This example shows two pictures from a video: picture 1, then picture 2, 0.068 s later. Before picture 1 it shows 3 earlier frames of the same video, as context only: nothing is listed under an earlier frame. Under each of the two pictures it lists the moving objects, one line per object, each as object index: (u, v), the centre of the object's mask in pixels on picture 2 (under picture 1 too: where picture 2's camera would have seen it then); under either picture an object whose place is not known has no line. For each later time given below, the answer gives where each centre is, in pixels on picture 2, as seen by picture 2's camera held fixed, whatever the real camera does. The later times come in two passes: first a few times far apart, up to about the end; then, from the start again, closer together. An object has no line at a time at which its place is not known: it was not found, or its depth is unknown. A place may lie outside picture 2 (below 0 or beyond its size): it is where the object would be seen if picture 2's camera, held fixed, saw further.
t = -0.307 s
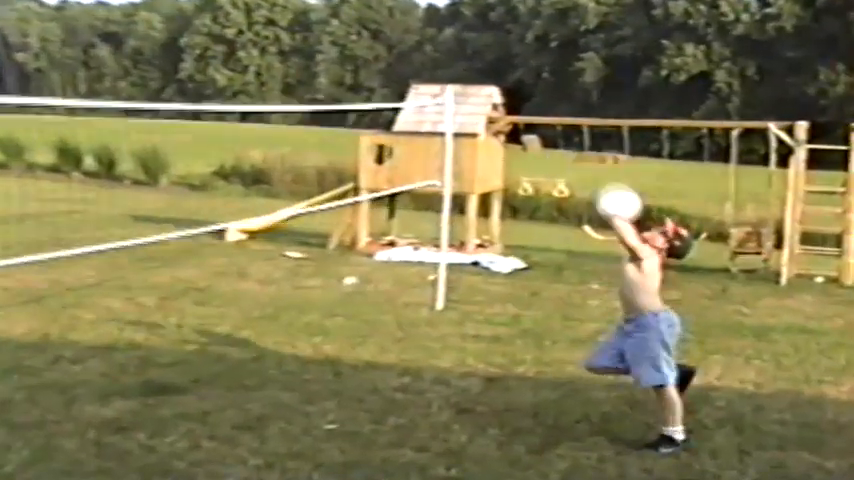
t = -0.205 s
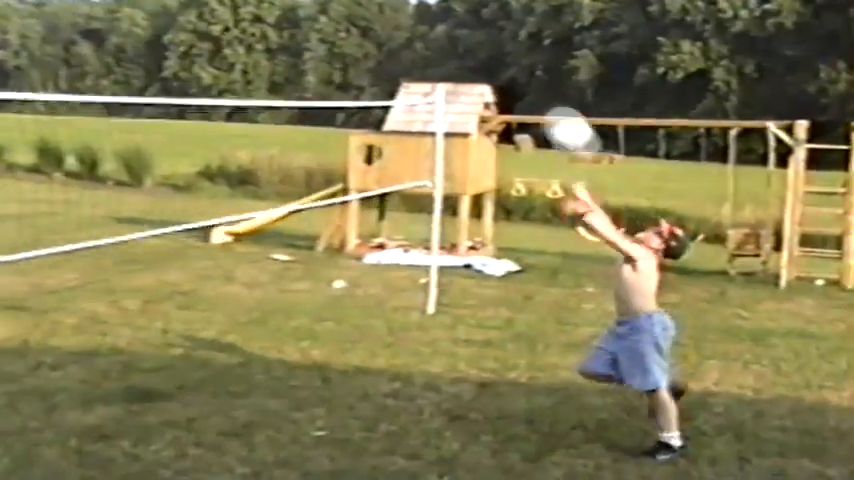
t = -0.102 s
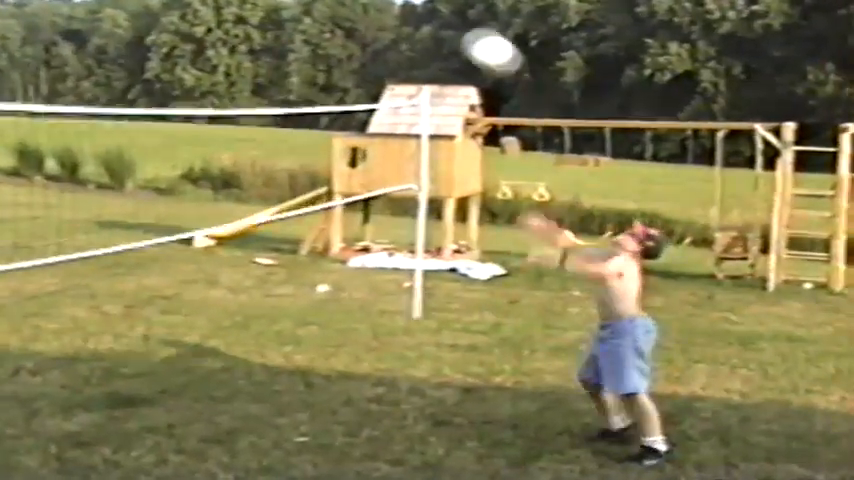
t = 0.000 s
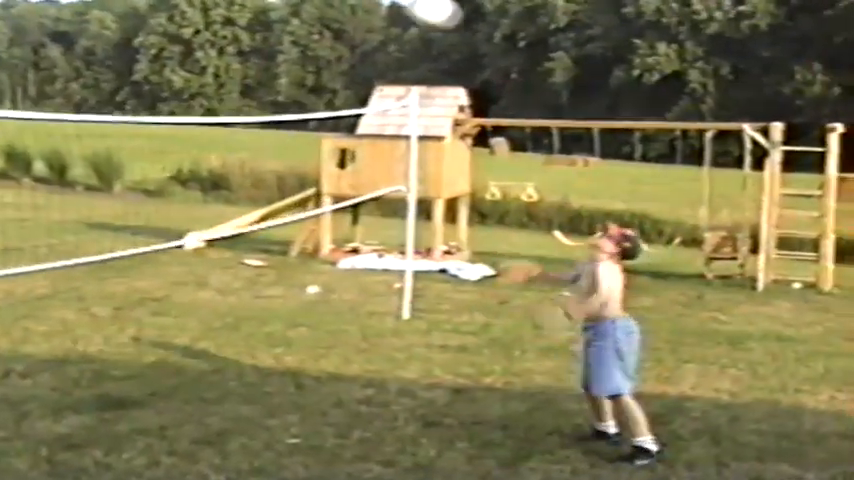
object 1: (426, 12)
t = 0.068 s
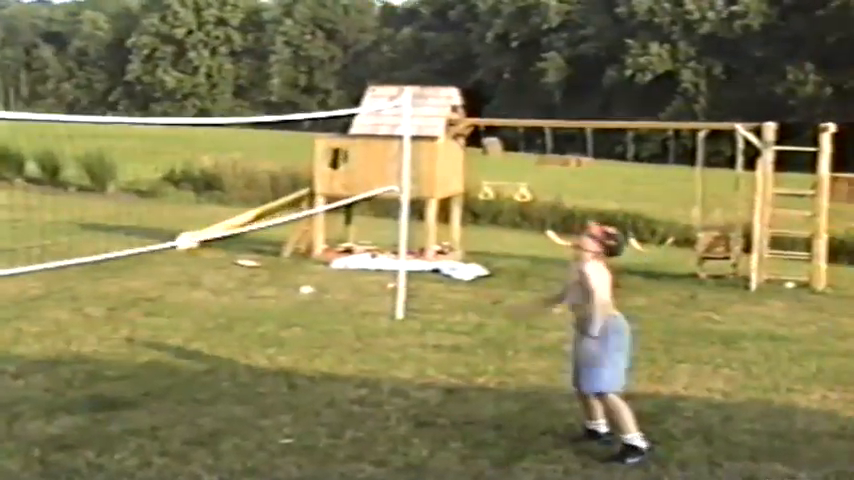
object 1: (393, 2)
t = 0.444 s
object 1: (227, 10)
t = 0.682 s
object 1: (140, 117)
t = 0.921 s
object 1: (60, 299)
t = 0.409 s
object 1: (241, 3)
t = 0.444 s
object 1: (227, 10)
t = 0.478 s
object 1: (214, 15)
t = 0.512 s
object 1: (202, 30)
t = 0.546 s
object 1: (188, 44)
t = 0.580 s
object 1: (175, 60)
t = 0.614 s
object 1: (163, 78)
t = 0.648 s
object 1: (151, 96)
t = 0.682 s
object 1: (140, 117)
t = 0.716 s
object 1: (127, 141)
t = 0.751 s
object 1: (116, 165)
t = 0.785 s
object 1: (104, 189)
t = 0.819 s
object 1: (92, 214)
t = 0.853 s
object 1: (84, 239)
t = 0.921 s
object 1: (60, 299)
